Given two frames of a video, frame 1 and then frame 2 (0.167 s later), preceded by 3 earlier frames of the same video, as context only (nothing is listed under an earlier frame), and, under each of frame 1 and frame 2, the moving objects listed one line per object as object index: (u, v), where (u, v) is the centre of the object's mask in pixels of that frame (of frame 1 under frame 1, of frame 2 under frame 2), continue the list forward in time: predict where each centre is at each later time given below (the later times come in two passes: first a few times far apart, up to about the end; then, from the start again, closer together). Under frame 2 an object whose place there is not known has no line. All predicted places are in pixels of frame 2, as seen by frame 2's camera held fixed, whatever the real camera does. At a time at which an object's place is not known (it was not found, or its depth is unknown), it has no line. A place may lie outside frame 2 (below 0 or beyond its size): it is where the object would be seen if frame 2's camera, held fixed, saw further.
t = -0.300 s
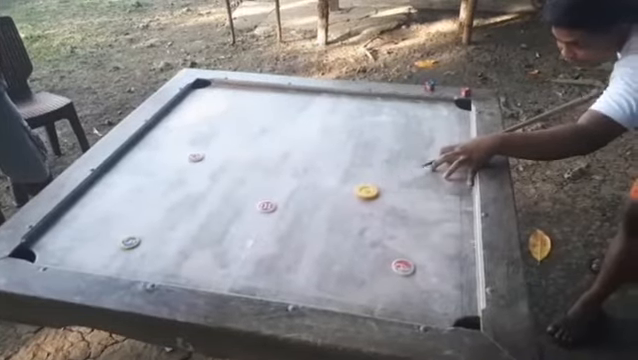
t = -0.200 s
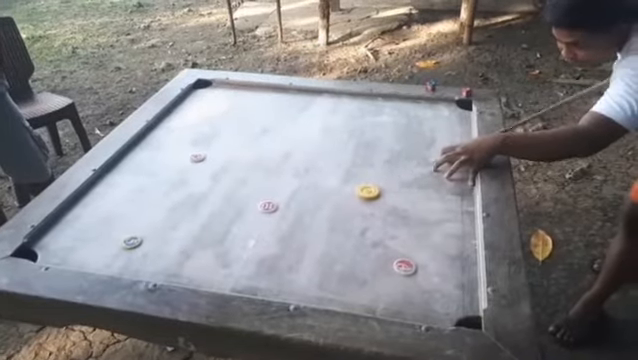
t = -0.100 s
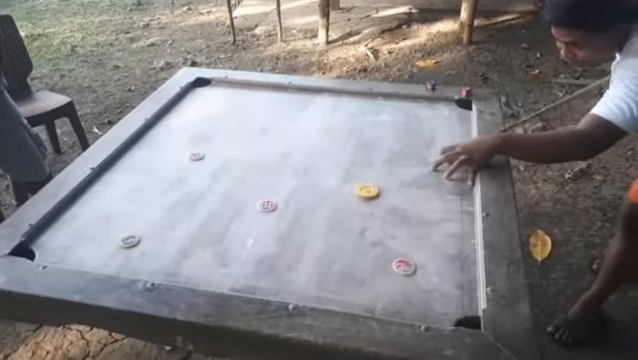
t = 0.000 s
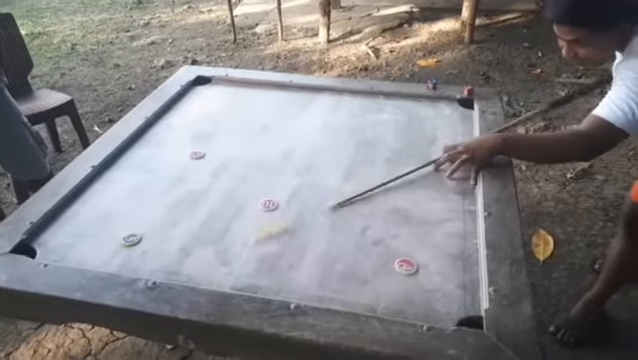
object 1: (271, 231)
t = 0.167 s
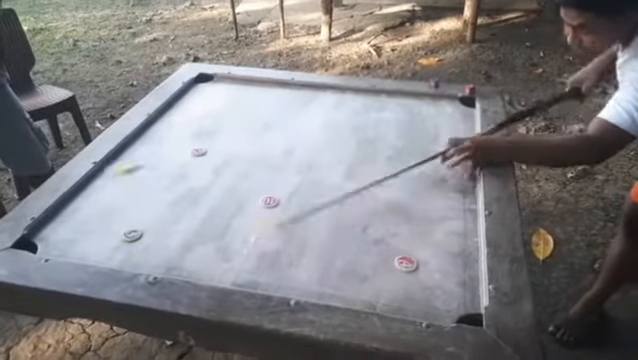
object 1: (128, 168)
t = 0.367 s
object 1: (301, 99)
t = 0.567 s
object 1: (390, 140)
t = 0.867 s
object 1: (398, 232)
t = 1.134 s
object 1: (278, 262)
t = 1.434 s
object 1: (217, 200)
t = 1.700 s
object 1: (191, 175)
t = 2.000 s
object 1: (177, 164)
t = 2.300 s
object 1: (175, 163)
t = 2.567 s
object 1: (175, 162)
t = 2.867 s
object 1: (175, 162)
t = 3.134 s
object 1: (175, 162)
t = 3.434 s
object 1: (175, 162)
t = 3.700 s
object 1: (175, 162)
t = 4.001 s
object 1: (175, 162)
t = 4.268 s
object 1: (174, 162)
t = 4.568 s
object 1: (175, 162)
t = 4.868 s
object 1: (175, 163)
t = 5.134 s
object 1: (175, 163)
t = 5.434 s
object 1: (175, 163)
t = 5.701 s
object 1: (174, 162)
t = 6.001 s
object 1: (175, 162)
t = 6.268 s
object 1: (175, 162)
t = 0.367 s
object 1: (301, 99)
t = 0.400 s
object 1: (315, 93)
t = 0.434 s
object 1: (331, 102)
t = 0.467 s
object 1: (345, 114)
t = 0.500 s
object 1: (359, 121)
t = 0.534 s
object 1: (374, 131)
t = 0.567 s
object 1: (390, 140)
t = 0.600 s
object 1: (406, 151)
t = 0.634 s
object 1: (425, 162)
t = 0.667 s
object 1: (442, 173)
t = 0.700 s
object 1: (463, 186)
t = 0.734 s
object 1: (458, 195)
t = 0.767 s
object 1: (443, 204)
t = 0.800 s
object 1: (428, 212)
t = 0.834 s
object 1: (412, 222)
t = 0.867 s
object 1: (398, 232)
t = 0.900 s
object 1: (380, 241)
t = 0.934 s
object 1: (364, 252)
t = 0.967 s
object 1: (348, 262)
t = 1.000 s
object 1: (331, 274)
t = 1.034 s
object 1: (314, 285)
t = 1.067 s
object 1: (299, 282)
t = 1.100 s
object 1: (290, 272)
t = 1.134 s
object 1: (278, 262)
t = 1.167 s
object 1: (271, 252)
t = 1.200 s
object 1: (261, 244)
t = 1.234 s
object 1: (253, 236)
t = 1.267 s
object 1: (246, 228)
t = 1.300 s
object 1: (239, 222)
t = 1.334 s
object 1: (233, 216)
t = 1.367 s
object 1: (227, 211)
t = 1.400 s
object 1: (223, 205)
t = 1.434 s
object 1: (217, 200)
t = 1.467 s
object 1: (213, 196)
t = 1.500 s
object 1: (208, 193)
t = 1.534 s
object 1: (204, 189)
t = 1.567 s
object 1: (202, 186)
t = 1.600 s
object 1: (200, 182)
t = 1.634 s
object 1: (196, 179)
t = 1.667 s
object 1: (194, 177)
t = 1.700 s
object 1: (191, 175)
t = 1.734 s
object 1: (188, 173)
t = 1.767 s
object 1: (186, 171)
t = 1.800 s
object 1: (185, 169)
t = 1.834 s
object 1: (183, 168)
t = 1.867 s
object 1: (182, 166)
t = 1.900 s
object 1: (180, 165)
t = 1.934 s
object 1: (179, 165)
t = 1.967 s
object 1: (178, 164)
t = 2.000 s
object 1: (177, 164)
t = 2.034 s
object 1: (176, 163)
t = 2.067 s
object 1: (175, 163)
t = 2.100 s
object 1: (175, 163)
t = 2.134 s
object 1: (175, 163)
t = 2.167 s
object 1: (175, 163)
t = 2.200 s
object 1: (175, 162)
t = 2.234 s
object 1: (175, 163)
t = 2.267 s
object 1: (175, 163)
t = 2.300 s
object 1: (175, 163)
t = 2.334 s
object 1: (175, 162)
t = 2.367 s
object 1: (175, 162)
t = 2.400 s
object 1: (175, 162)
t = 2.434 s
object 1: (175, 163)
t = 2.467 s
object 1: (175, 162)
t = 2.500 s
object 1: (175, 163)
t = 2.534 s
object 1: (175, 162)
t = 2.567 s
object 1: (175, 162)
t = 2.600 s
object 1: (175, 163)
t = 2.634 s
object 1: (175, 162)
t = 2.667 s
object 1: (175, 162)
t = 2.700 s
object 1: (175, 162)
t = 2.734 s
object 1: (176, 162)
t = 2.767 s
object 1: (175, 162)
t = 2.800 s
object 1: (175, 162)
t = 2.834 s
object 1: (175, 162)
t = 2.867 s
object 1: (175, 162)
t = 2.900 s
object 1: (175, 162)
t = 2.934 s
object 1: (175, 162)
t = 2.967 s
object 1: (175, 162)
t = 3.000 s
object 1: (175, 162)
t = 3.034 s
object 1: (175, 162)
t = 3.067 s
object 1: (175, 162)
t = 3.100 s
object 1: (175, 162)
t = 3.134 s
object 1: (175, 162)
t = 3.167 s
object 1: (175, 162)
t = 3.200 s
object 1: (175, 162)
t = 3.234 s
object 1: (175, 162)
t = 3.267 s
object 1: (175, 162)
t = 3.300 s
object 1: (175, 162)
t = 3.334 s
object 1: (175, 162)
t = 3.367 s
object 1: (175, 162)
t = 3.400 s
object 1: (175, 162)
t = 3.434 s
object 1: (175, 162)
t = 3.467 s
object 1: (175, 162)
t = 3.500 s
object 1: (175, 163)
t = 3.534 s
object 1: (175, 162)
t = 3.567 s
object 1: (175, 162)
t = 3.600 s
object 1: (175, 162)
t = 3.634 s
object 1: (175, 162)
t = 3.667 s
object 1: (175, 162)
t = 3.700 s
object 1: (175, 162)
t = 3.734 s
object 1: (175, 162)
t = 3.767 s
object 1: (175, 162)
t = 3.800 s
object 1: (175, 162)
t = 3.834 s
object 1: (175, 162)
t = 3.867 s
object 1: (175, 163)
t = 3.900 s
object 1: (175, 162)
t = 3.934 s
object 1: (175, 162)
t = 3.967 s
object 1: (175, 162)
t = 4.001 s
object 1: (175, 162)
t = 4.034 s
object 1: (175, 162)
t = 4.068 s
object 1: (175, 162)
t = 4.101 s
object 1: (175, 162)
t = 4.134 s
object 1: (175, 162)
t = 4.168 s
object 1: (175, 162)
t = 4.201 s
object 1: (175, 162)
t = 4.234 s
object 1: (174, 162)
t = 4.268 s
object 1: (174, 162)
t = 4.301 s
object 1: (175, 162)
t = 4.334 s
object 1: (175, 162)
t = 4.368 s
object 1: (174, 162)
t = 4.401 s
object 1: (175, 162)
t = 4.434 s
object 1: (175, 162)
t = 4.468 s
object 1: (175, 162)
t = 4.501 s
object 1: (175, 163)
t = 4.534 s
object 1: (175, 162)
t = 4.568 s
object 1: (175, 162)
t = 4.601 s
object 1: (175, 162)
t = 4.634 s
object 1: (175, 163)
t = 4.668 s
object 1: (175, 163)
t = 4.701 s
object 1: (175, 163)
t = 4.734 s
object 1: (175, 163)
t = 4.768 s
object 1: (175, 163)
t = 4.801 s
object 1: (175, 163)
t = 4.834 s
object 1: (175, 163)
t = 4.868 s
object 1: (175, 163)
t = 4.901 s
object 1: (175, 163)
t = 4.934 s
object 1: (175, 163)
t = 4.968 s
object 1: (175, 163)
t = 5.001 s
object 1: (175, 163)
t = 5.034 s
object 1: (175, 163)
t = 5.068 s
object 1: (175, 163)
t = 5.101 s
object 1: (175, 163)
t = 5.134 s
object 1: (175, 163)
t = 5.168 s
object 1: (175, 163)
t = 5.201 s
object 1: (174, 163)
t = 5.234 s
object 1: (174, 163)
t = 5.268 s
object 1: (174, 163)
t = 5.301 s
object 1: (175, 163)
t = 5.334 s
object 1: (175, 163)
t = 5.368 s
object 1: (175, 163)
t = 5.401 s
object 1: (175, 163)
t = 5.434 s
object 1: (175, 163)
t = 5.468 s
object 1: (175, 163)
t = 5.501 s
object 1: (175, 162)
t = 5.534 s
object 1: (175, 162)
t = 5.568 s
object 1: (175, 162)
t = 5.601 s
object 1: (174, 162)
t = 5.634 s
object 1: (174, 162)
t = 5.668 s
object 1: (175, 162)
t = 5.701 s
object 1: (174, 162)
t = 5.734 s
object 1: (174, 162)
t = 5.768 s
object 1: (174, 162)
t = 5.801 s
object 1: (175, 162)
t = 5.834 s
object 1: (175, 162)
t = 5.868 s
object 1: (175, 162)
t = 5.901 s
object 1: (175, 162)
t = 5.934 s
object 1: (175, 162)
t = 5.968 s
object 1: (175, 162)
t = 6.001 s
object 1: (175, 162)
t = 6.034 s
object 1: (175, 162)
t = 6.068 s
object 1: (175, 162)
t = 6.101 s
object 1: (175, 162)
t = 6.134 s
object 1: (175, 162)
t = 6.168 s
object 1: (175, 162)
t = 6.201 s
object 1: (175, 162)
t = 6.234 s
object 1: (175, 162)
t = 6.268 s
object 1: (175, 162)
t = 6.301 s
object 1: (175, 162)
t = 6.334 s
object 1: (175, 162)
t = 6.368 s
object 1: (175, 162)
